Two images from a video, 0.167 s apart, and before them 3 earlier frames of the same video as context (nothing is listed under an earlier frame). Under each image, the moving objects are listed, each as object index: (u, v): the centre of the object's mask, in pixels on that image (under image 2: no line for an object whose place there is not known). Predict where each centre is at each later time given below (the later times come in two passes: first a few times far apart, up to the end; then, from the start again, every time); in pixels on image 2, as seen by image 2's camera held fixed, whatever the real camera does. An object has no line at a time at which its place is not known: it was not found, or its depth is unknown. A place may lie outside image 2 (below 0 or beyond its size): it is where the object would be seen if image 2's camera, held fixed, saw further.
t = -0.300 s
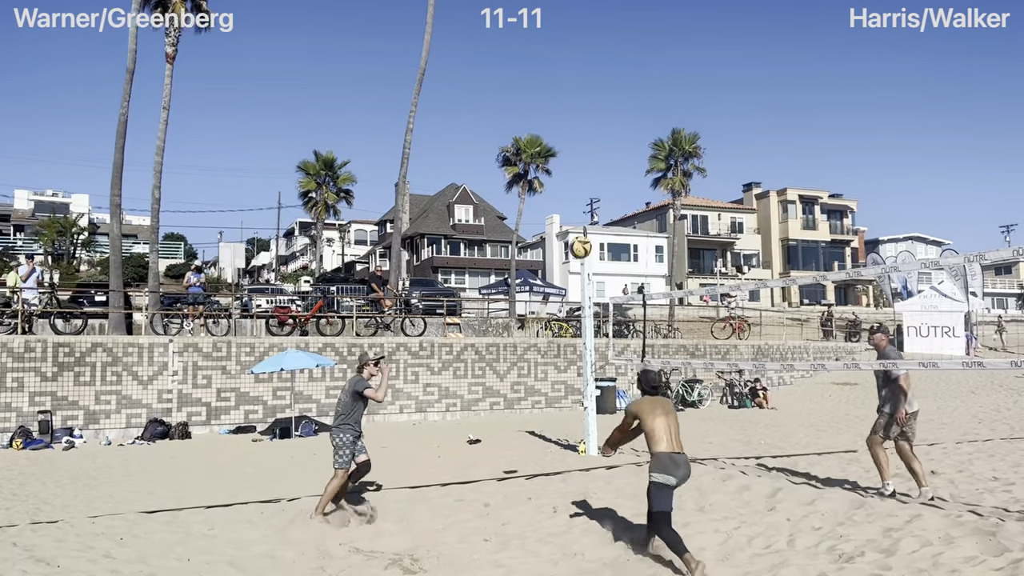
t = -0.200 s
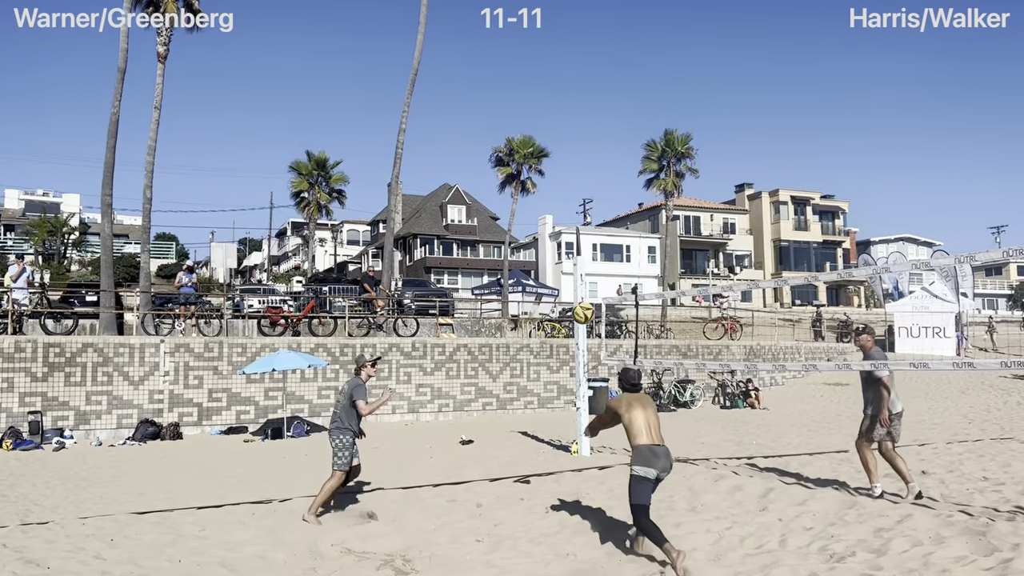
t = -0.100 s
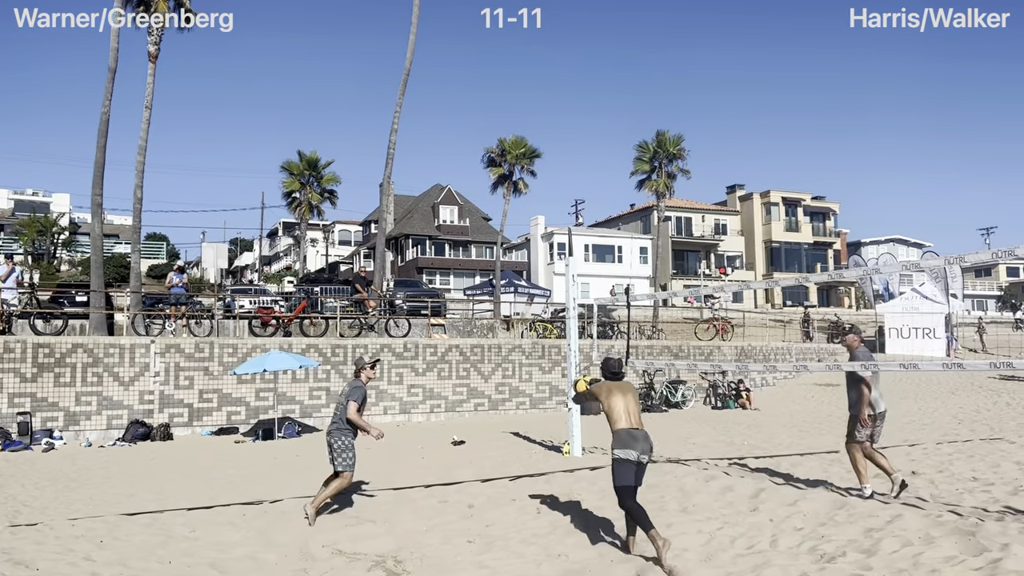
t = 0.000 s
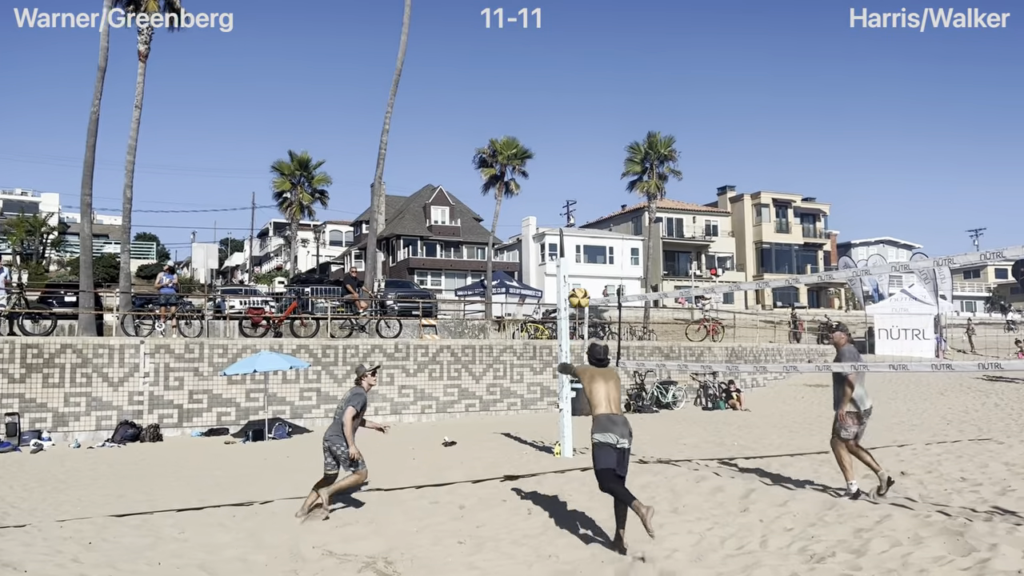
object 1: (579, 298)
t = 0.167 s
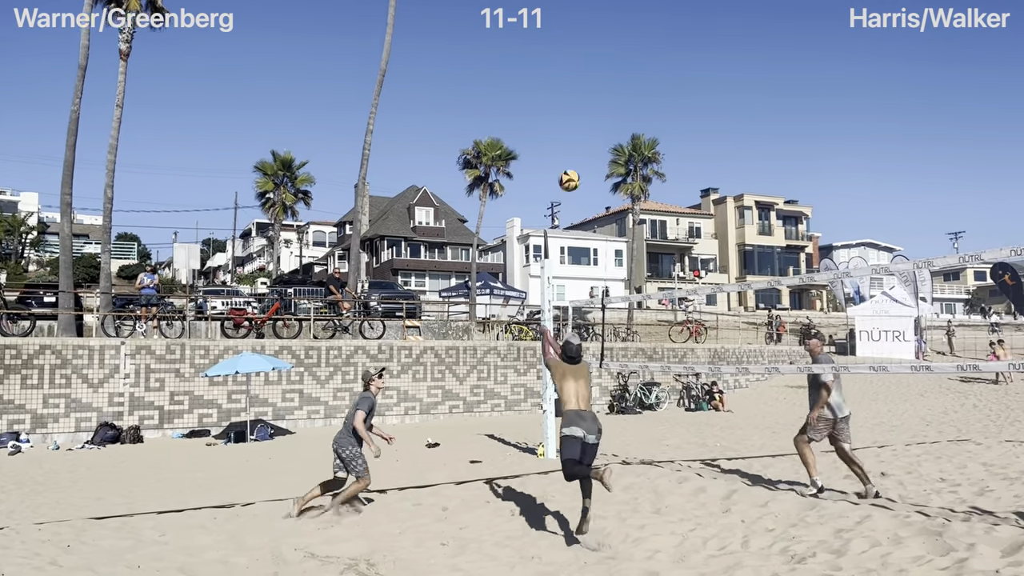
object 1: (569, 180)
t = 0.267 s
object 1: (573, 126)
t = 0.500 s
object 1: (580, 44)
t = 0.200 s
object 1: (570, 161)
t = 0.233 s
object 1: (572, 143)
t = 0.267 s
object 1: (573, 126)
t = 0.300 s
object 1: (574, 110)
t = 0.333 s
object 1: (575, 96)
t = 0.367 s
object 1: (576, 83)
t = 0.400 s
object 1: (578, 71)
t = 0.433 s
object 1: (579, 61)
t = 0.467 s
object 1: (580, 52)
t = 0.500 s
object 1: (580, 44)
